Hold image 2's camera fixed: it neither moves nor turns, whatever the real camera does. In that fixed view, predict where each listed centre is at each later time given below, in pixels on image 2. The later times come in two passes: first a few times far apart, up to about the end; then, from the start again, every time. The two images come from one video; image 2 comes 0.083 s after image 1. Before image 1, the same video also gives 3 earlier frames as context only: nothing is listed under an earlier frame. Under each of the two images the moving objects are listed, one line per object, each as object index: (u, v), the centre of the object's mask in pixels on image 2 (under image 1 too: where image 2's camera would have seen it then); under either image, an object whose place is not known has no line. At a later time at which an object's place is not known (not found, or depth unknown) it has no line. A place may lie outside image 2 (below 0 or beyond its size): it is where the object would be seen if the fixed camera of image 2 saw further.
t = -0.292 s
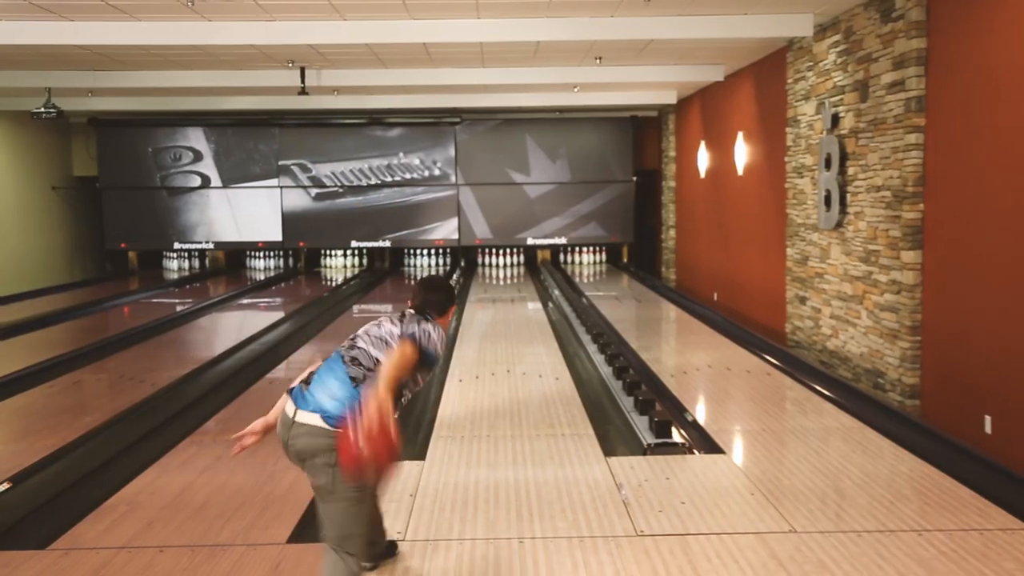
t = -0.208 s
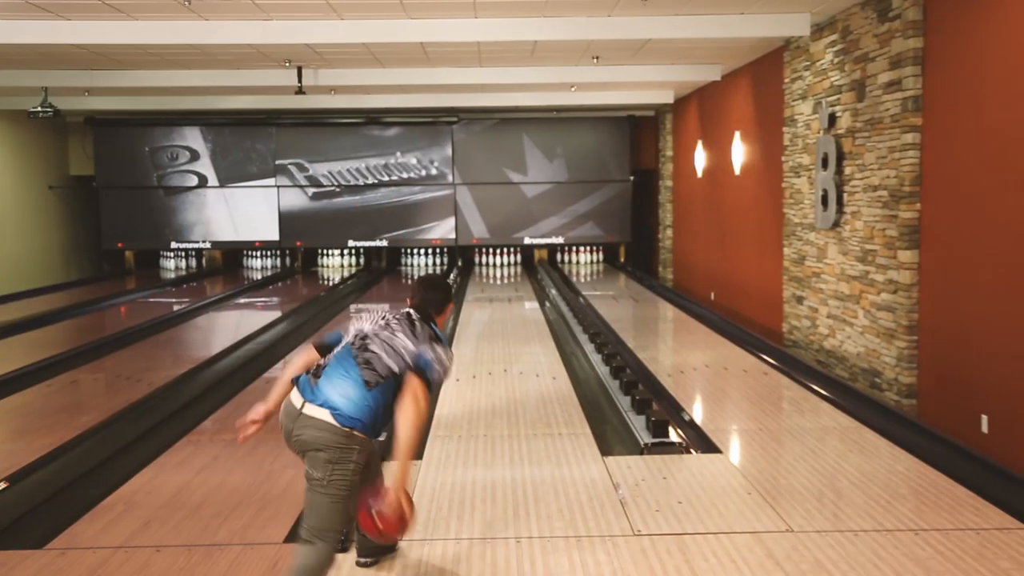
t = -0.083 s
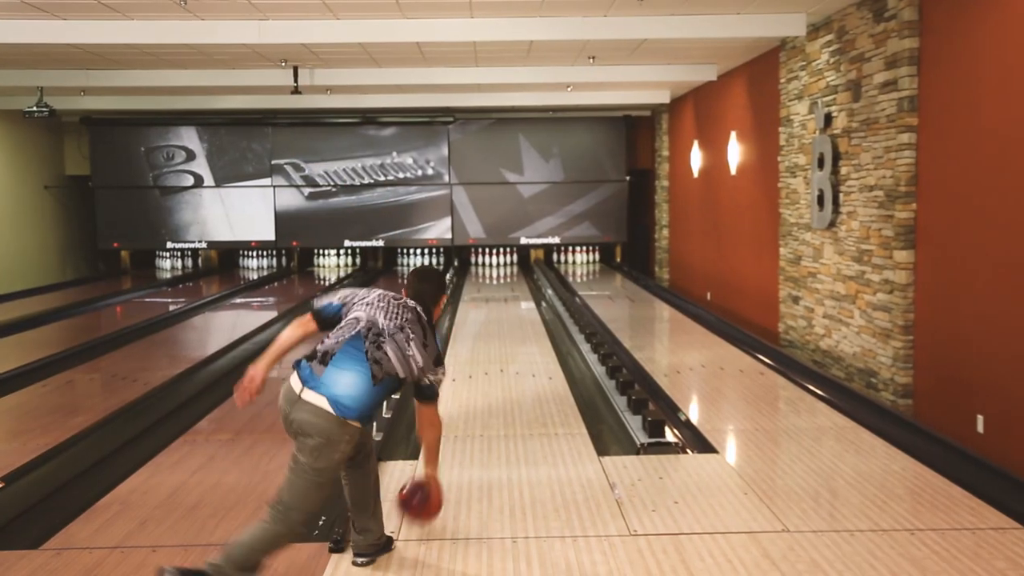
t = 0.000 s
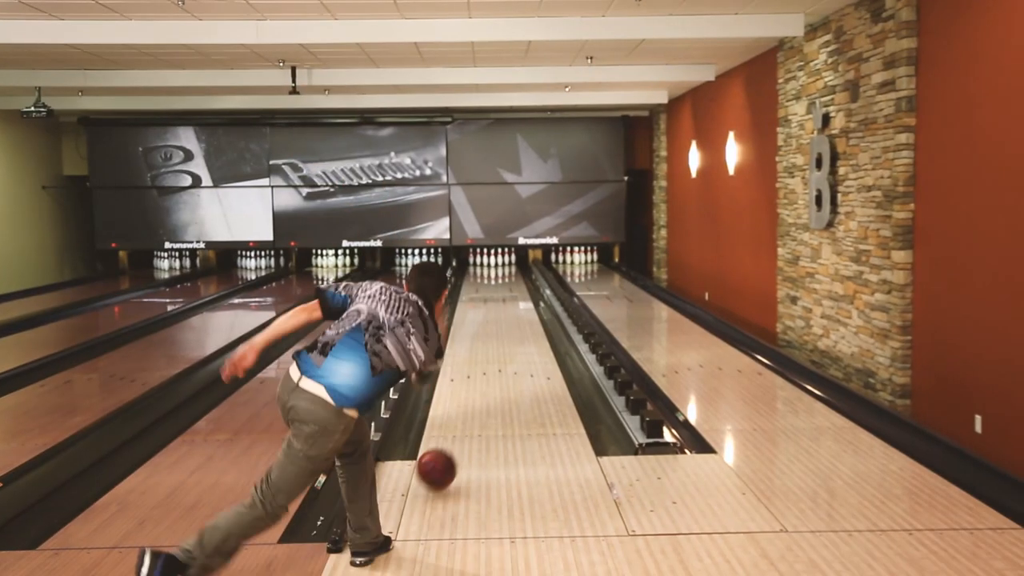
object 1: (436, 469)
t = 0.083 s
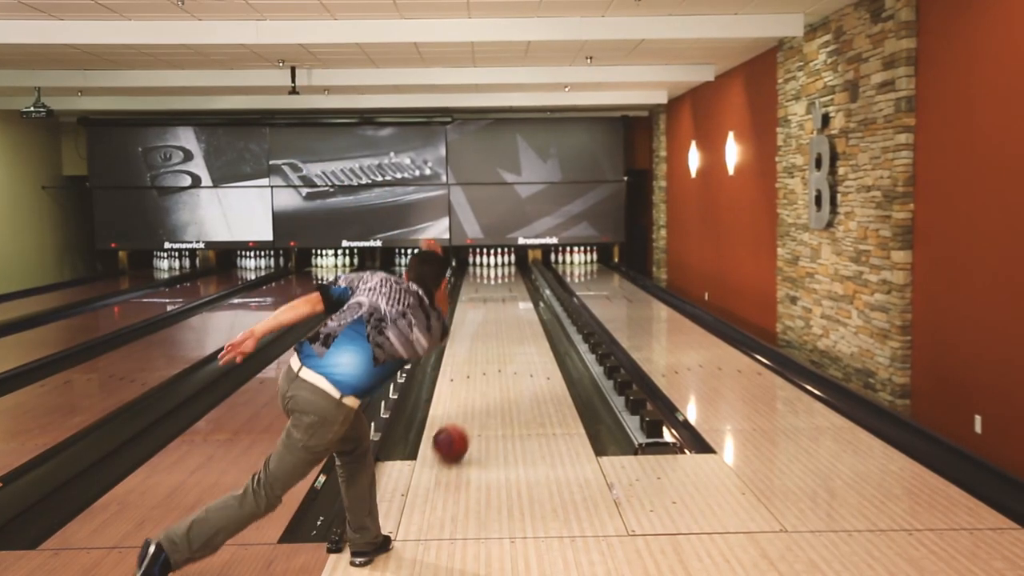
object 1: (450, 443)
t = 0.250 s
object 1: (471, 403)
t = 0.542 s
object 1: (493, 354)
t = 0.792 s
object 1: (504, 328)
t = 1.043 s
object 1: (511, 308)
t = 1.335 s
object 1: (517, 292)
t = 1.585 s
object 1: (517, 282)
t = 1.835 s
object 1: (514, 273)
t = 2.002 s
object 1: (511, 270)
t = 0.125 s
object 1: (456, 432)
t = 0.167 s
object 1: (461, 421)
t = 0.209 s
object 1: (466, 411)
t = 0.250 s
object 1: (471, 403)
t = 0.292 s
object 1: (474, 394)
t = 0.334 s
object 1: (478, 386)
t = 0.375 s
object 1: (481, 379)
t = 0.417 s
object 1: (484, 372)
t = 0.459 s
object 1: (487, 366)
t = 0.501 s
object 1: (490, 360)
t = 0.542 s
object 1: (493, 354)
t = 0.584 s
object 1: (495, 349)
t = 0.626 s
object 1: (497, 344)
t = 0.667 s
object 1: (499, 340)
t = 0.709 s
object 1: (500, 335)
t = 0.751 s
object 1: (502, 331)
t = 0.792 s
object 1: (504, 328)
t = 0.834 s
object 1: (506, 324)
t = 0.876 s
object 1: (507, 321)
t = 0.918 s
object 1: (508, 317)
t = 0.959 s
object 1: (509, 314)
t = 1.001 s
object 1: (510, 311)
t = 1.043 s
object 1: (511, 308)
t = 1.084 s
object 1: (513, 305)
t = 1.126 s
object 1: (513, 303)
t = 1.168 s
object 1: (514, 301)
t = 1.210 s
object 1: (515, 298)
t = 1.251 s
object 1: (515, 296)
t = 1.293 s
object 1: (516, 294)
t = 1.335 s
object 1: (517, 292)
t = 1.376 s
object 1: (517, 290)
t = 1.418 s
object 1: (518, 288)
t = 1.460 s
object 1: (518, 287)
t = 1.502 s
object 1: (518, 286)
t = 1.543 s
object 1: (518, 284)
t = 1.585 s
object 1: (517, 282)
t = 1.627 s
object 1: (518, 280)
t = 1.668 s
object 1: (517, 279)
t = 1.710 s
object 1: (516, 278)
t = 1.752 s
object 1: (517, 276)
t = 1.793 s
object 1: (516, 275)
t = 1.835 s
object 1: (514, 273)
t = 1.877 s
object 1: (514, 273)
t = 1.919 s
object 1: (513, 272)
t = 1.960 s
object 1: (512, 271)
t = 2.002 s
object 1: (511, 270)
